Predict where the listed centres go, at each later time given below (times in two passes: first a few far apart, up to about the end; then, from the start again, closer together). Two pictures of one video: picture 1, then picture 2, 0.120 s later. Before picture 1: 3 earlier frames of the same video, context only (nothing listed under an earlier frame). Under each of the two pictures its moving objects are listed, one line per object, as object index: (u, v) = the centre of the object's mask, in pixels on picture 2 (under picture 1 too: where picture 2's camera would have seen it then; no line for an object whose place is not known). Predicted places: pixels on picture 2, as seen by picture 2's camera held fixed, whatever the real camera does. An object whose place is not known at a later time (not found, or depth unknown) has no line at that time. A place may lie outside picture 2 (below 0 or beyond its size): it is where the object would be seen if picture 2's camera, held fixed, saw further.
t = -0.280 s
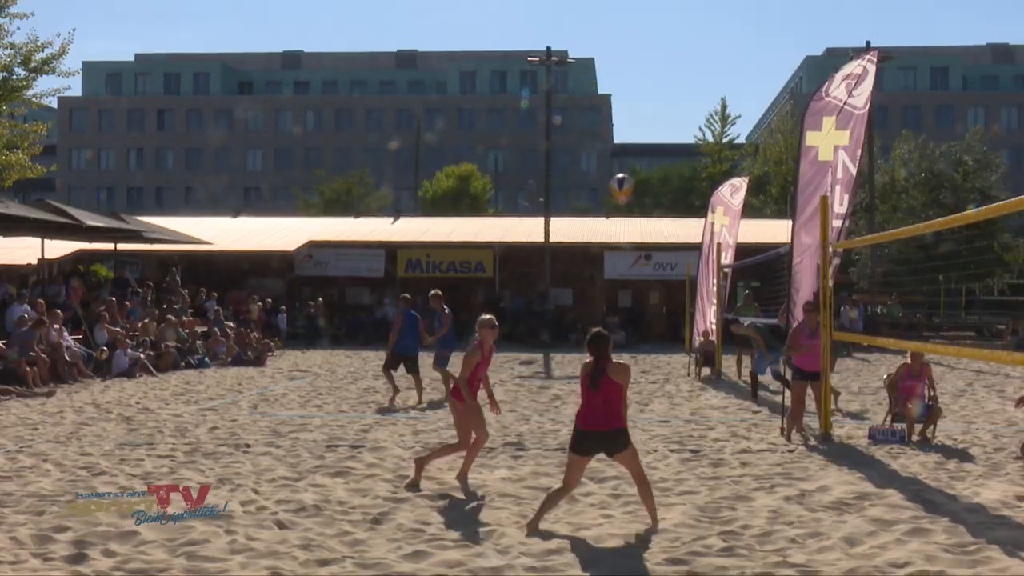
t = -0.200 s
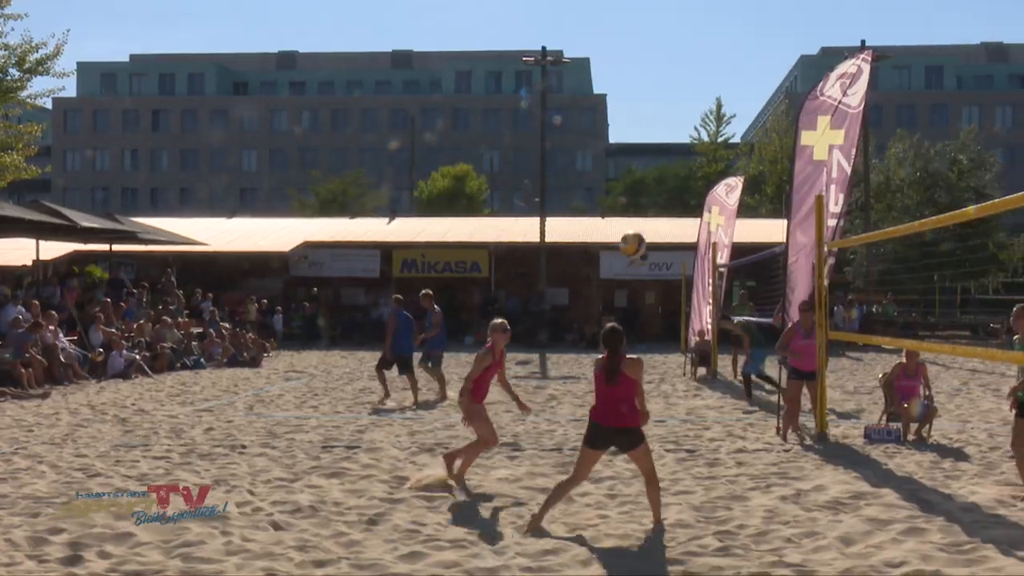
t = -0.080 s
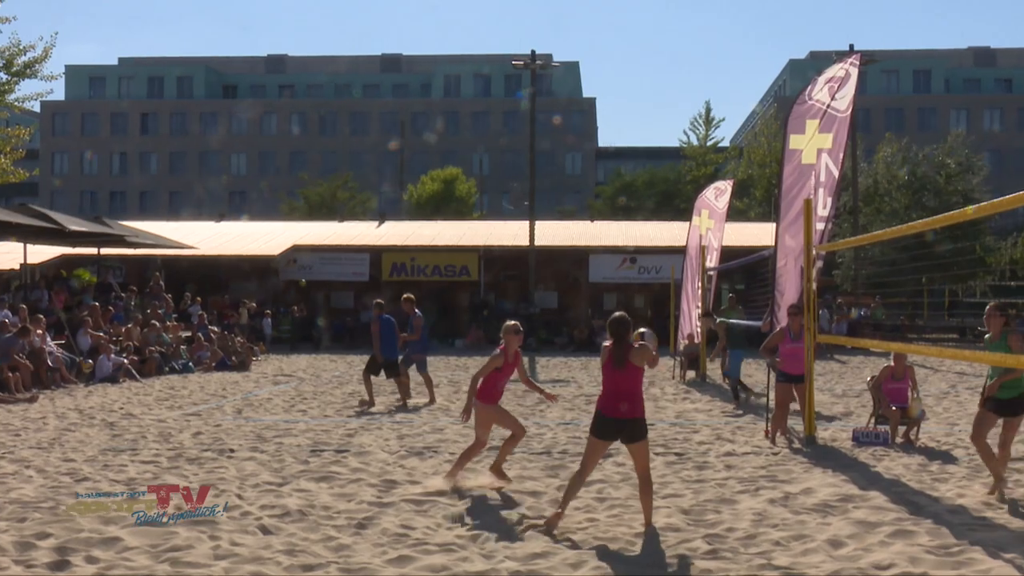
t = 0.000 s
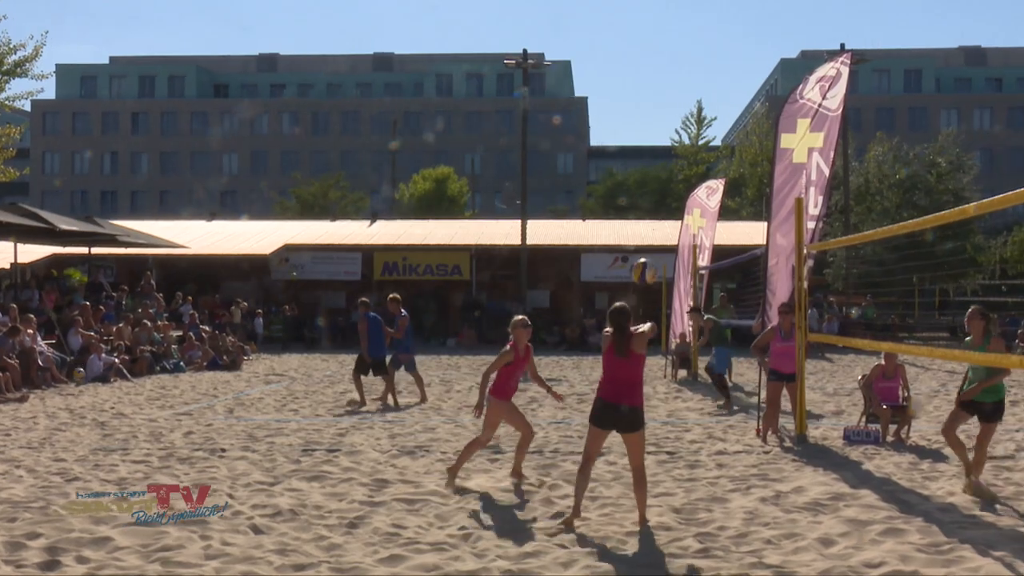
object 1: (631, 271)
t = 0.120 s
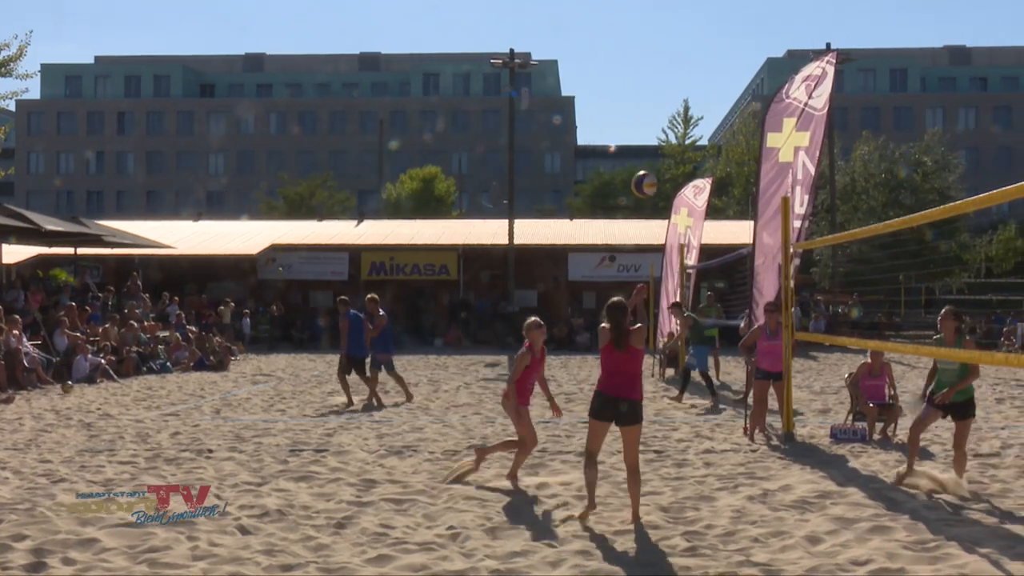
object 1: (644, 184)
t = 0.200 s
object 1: (653, 138)
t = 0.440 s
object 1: (672, 47)
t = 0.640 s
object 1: (687, 24)
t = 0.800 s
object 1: (698, 38)
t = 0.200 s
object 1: (653, 138)
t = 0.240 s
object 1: (656, 117)
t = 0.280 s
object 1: (659, 99)
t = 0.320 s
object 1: (663, 83)
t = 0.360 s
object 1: (666, 69)
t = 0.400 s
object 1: (669, 57)
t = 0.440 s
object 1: (672, 47)
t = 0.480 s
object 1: (676, 39)
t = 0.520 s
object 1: (679, 32)
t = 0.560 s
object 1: (682, 28)
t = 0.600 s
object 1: (684, 25)
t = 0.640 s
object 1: (687, 24)
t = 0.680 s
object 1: (690, 25)
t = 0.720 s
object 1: (693, 28)
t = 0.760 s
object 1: (695, 32)
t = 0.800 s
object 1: (698, 38)
